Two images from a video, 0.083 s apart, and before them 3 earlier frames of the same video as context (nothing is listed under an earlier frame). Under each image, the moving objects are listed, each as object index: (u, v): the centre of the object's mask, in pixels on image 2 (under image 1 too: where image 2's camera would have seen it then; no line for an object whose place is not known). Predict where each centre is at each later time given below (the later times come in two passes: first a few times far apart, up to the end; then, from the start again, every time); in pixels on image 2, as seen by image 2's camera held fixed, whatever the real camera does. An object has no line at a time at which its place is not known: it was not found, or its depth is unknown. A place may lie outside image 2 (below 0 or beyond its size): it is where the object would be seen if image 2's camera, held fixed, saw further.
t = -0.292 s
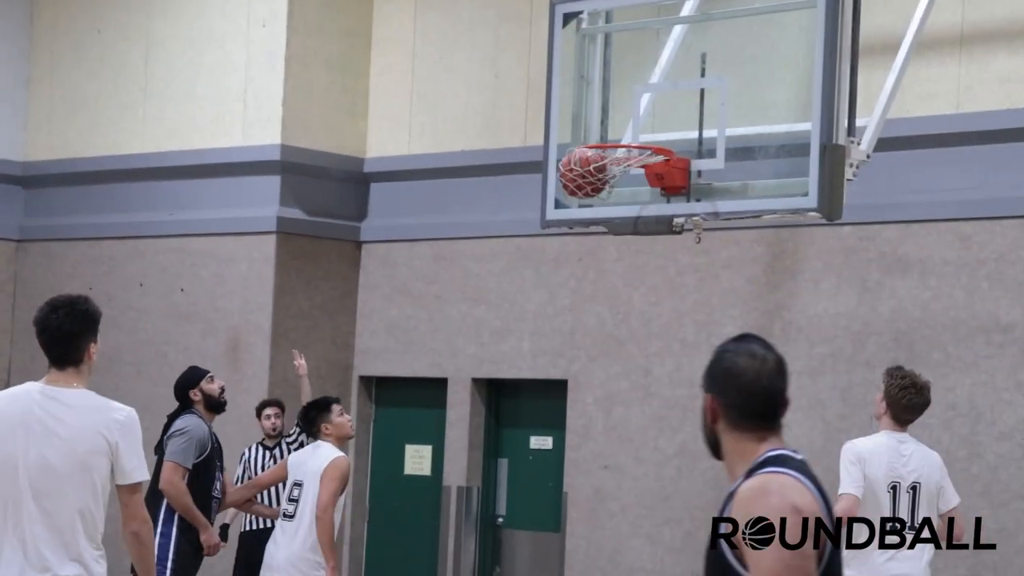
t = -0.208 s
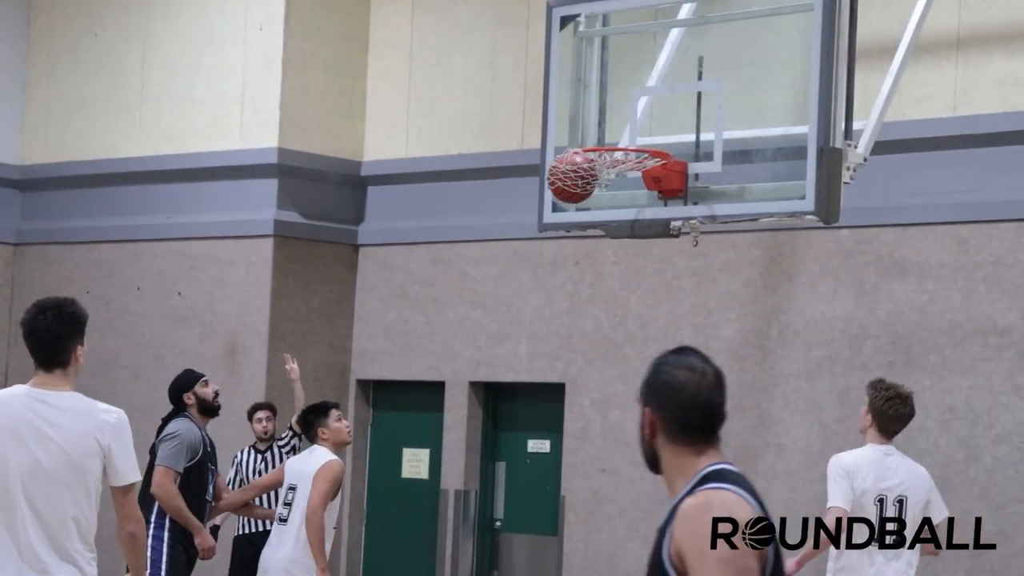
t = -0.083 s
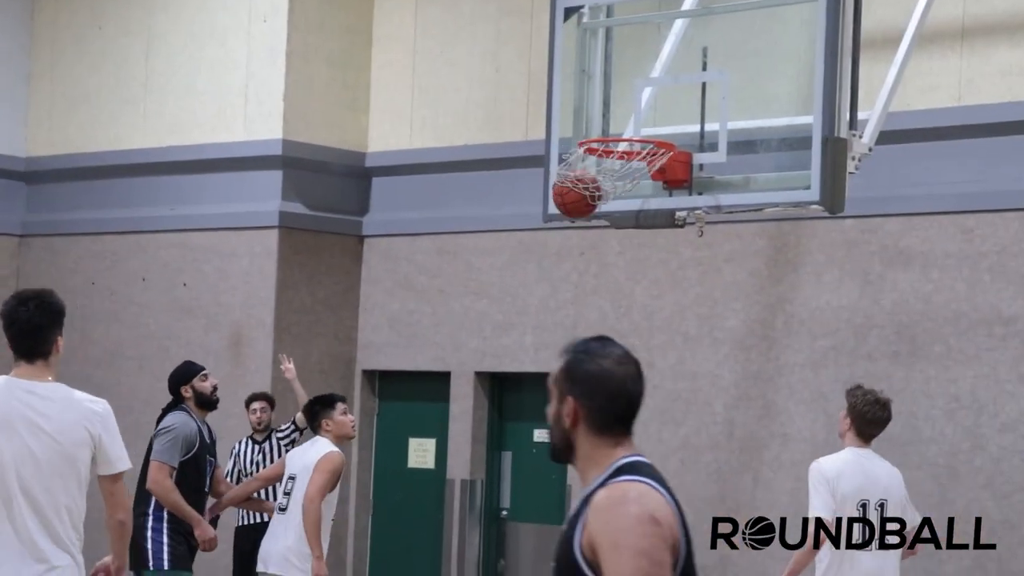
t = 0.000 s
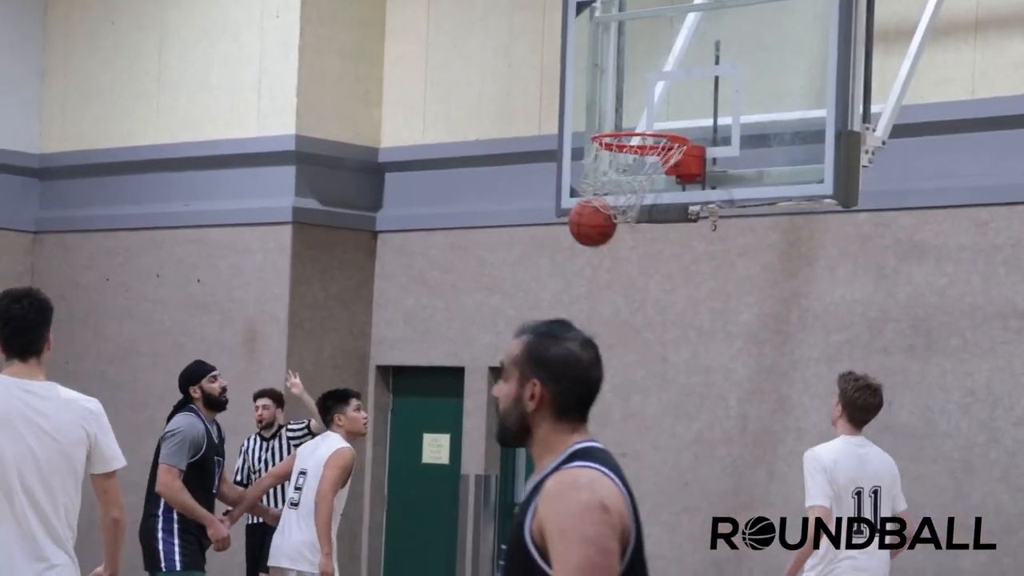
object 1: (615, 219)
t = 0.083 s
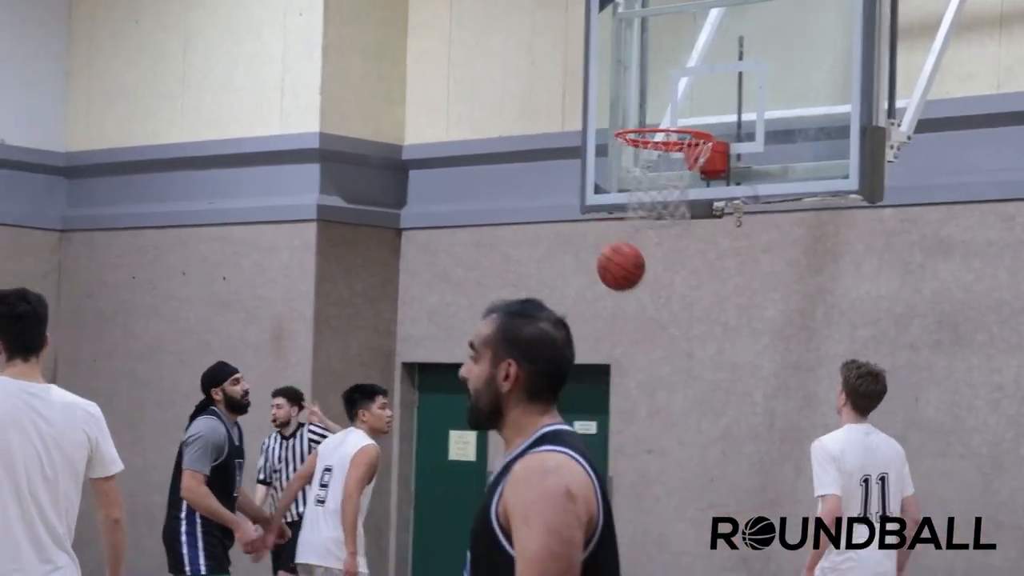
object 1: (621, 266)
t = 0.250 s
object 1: (631, 400)
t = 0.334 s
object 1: (637, 487)
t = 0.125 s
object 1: (623, 295)
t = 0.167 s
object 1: (626, 326)
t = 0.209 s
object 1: (629, 362)
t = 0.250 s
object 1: (631, 400)
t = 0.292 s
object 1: (634, 442)
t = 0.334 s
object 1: (637, 487)
